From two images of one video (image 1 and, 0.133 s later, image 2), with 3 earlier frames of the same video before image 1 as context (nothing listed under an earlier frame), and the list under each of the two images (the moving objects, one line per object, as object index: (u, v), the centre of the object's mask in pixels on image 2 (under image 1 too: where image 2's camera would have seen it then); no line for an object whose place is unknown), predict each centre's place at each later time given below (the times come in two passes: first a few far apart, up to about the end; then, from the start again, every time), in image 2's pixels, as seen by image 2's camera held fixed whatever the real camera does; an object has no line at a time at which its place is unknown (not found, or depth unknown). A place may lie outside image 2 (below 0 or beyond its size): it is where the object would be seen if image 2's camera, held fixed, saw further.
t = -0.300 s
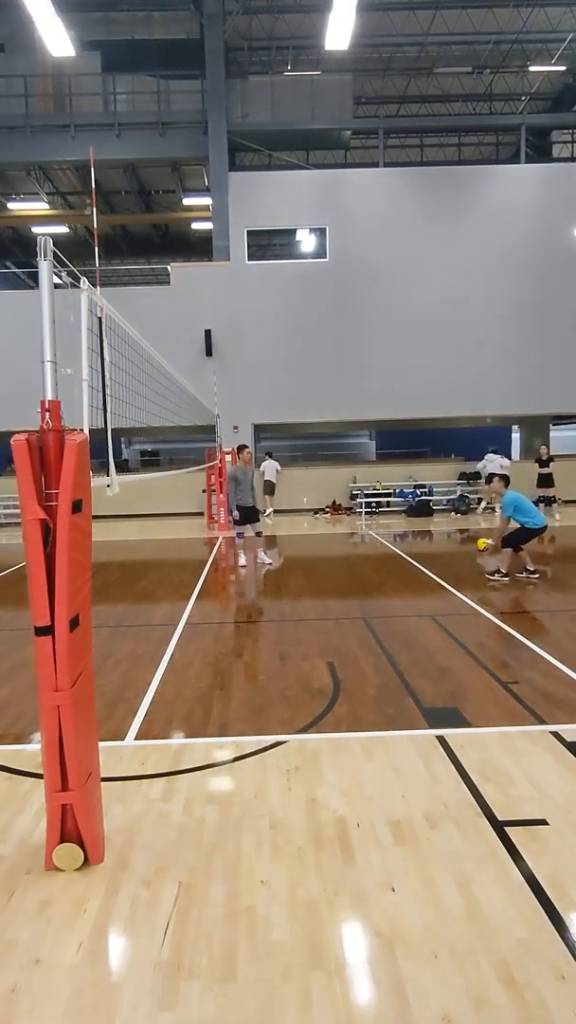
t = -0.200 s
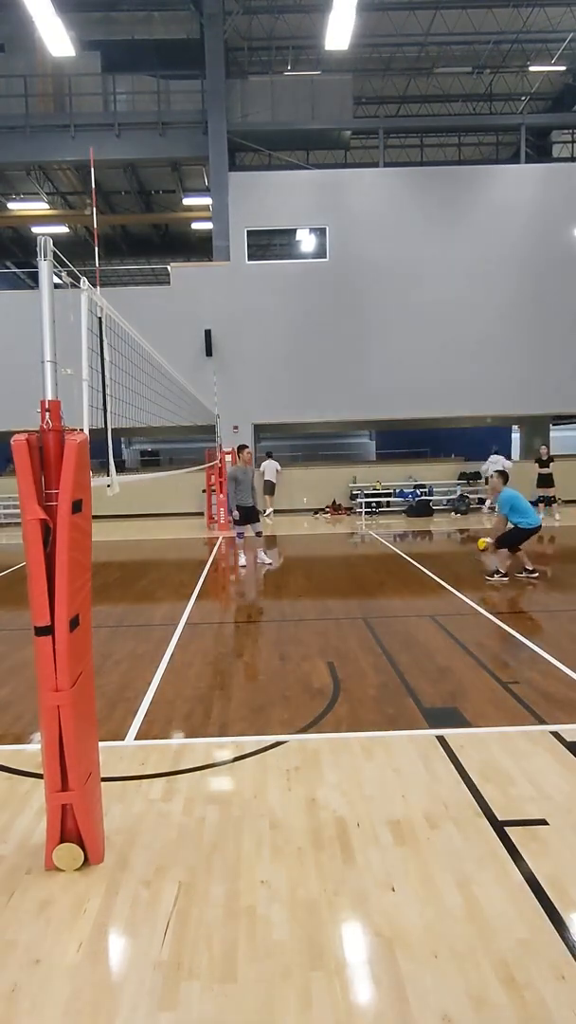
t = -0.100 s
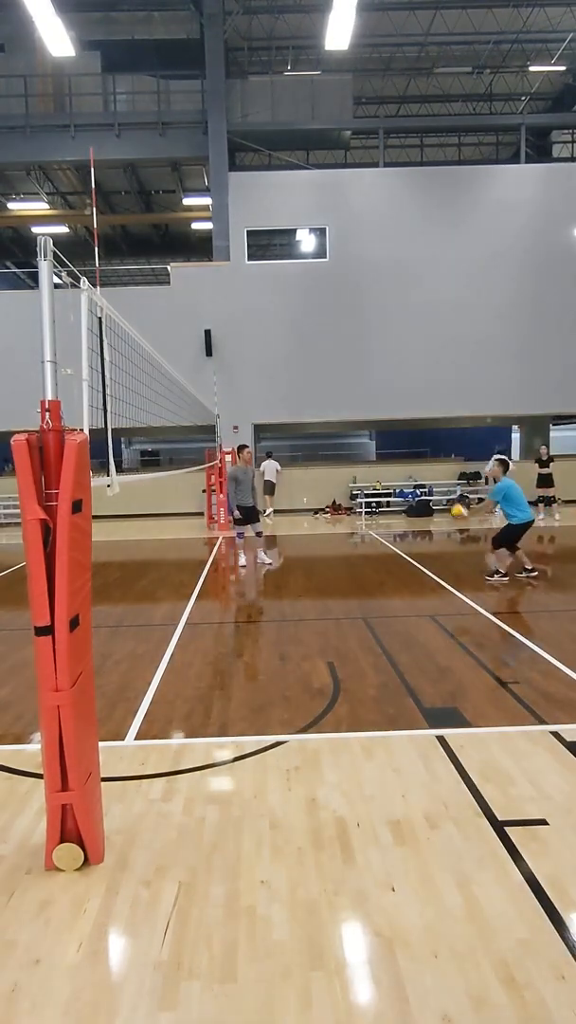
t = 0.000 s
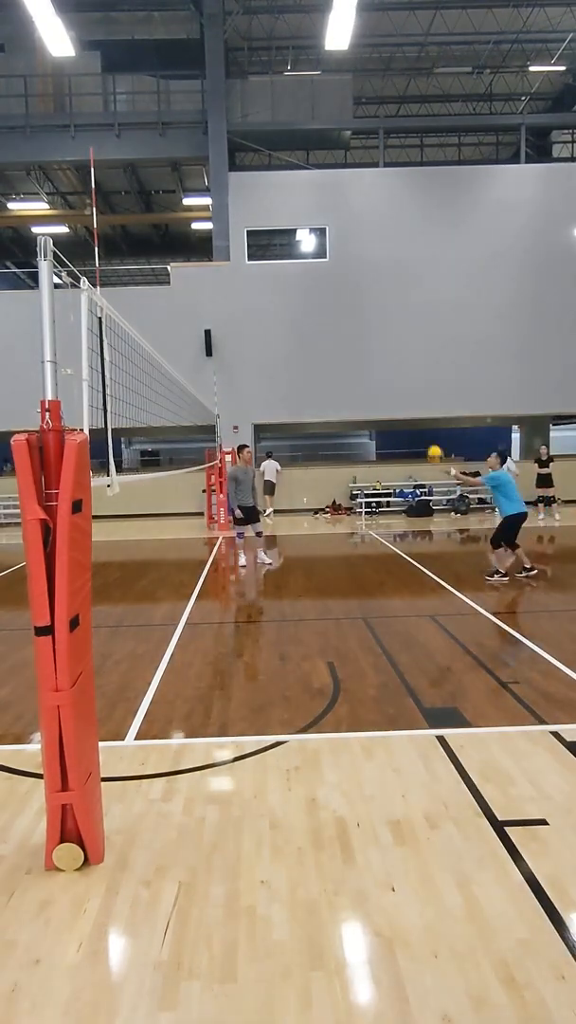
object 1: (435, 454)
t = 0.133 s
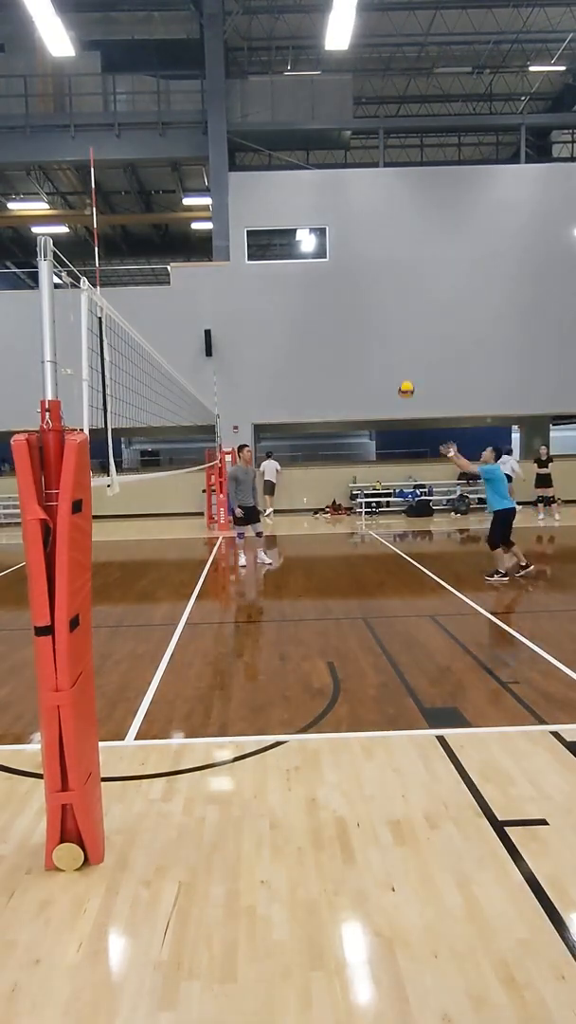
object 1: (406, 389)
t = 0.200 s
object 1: (392, 363)
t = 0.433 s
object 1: (347, 301)
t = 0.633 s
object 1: (310, 283)
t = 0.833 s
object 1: (278, 296)
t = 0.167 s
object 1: (399, 375)
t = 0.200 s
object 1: (392, 363)
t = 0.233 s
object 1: (386, 351)
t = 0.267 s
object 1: (379, 341)
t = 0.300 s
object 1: (373, 331)
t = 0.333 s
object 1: (366, 321)
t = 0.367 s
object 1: (359, 314)
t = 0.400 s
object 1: (353, 307)
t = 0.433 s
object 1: (347, 301)
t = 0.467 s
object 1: (340, 296)
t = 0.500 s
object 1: (334, 291)
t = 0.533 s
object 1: (329, 288)
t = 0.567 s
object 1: (322, 285)
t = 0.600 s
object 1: (317, 284)
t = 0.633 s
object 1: (310, 283)
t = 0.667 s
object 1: (305, 283)
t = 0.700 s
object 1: (299, 284)
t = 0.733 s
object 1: (294, 286)
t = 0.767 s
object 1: (288, 289)
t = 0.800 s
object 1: (283, 292)
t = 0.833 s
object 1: (278, 296)
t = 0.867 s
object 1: (271, 301)
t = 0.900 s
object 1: (266, 307)
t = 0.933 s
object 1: (261, 314)
